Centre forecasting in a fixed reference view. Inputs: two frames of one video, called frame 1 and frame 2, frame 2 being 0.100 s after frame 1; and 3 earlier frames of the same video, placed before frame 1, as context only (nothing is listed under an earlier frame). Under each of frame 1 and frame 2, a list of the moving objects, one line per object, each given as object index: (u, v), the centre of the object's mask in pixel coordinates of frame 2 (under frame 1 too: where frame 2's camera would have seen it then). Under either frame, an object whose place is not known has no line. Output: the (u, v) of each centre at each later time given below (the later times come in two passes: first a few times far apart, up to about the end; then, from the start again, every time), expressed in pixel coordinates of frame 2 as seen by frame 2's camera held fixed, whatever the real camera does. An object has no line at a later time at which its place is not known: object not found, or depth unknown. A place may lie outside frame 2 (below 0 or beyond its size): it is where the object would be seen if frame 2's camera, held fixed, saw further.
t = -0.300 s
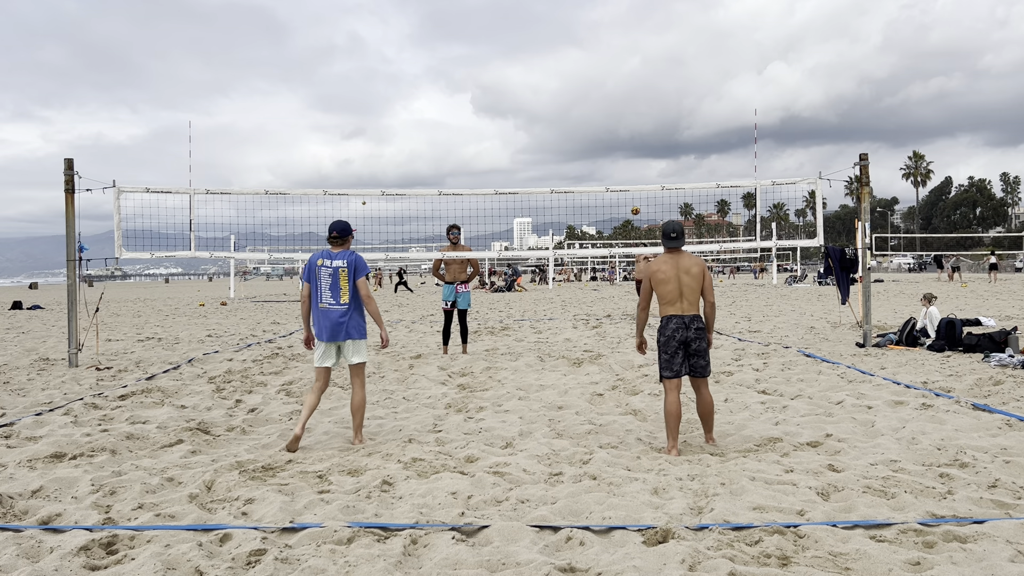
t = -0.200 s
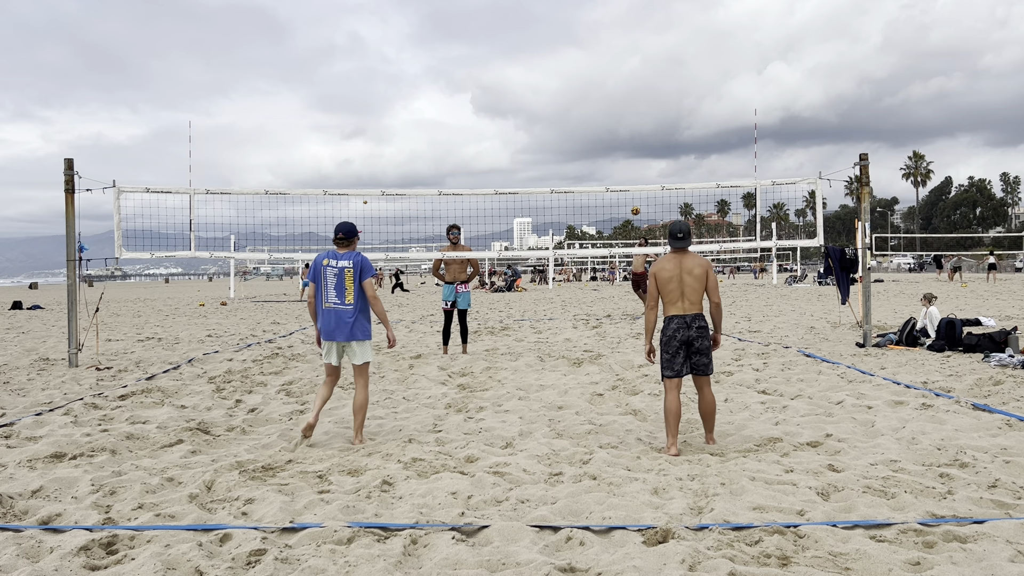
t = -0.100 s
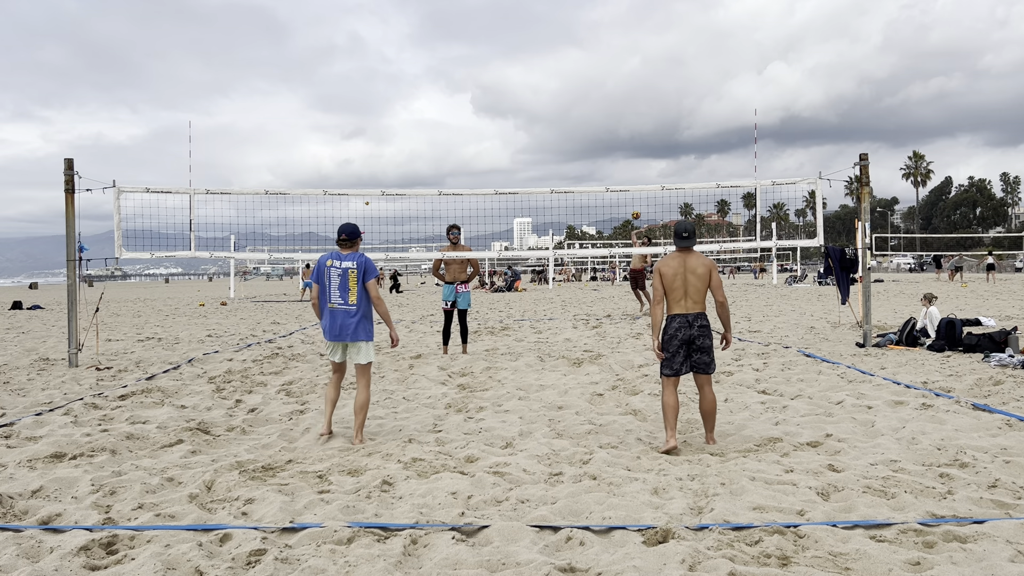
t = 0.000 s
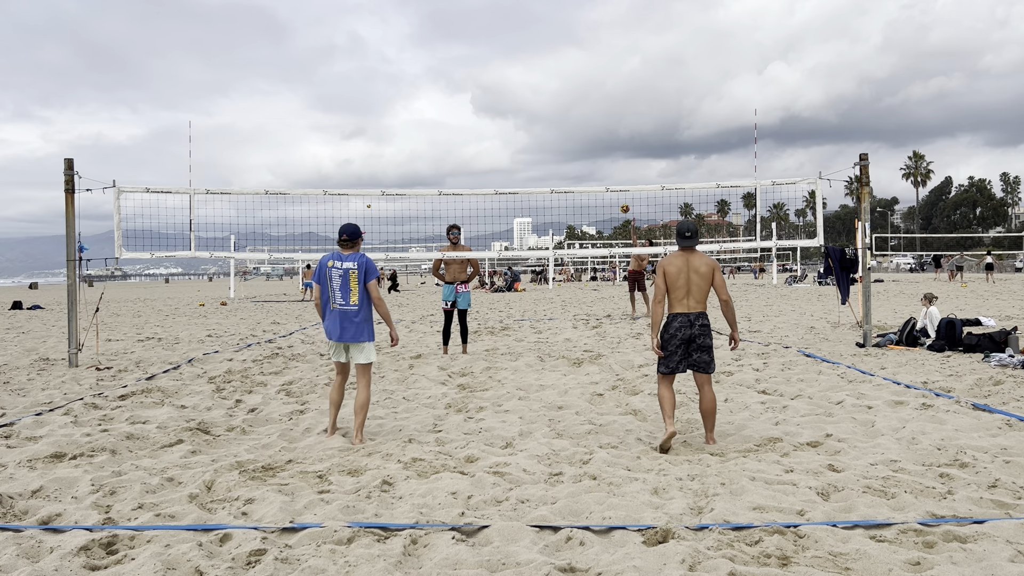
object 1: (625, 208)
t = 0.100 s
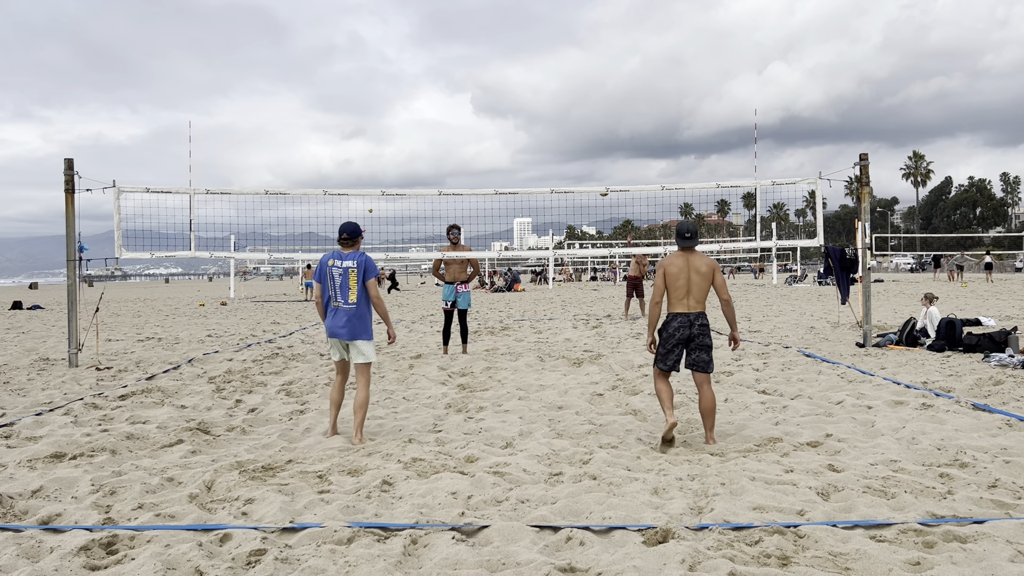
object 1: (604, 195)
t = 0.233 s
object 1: (571, 172)
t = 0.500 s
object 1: (491, 159)
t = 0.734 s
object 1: (386, 194)
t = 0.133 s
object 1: (596, 184)
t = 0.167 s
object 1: (588, 181)
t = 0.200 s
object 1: (580, 176)
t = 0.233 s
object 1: (571, 172)
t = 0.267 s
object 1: (563, 168)
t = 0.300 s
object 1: (553, 165)
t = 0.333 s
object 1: (544, 162)
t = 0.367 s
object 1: (535, 160)
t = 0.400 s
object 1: (525, 159)
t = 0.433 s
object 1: (514, 158)
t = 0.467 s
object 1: (503, 159)
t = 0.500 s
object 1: (491, 159)
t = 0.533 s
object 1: (478, 161)
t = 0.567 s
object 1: (465, 164)
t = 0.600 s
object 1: (451, 168)
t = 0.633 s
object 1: (436, 172)
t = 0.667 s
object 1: (420, 178)
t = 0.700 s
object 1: (403, 186)
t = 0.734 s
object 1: (386, 194)
